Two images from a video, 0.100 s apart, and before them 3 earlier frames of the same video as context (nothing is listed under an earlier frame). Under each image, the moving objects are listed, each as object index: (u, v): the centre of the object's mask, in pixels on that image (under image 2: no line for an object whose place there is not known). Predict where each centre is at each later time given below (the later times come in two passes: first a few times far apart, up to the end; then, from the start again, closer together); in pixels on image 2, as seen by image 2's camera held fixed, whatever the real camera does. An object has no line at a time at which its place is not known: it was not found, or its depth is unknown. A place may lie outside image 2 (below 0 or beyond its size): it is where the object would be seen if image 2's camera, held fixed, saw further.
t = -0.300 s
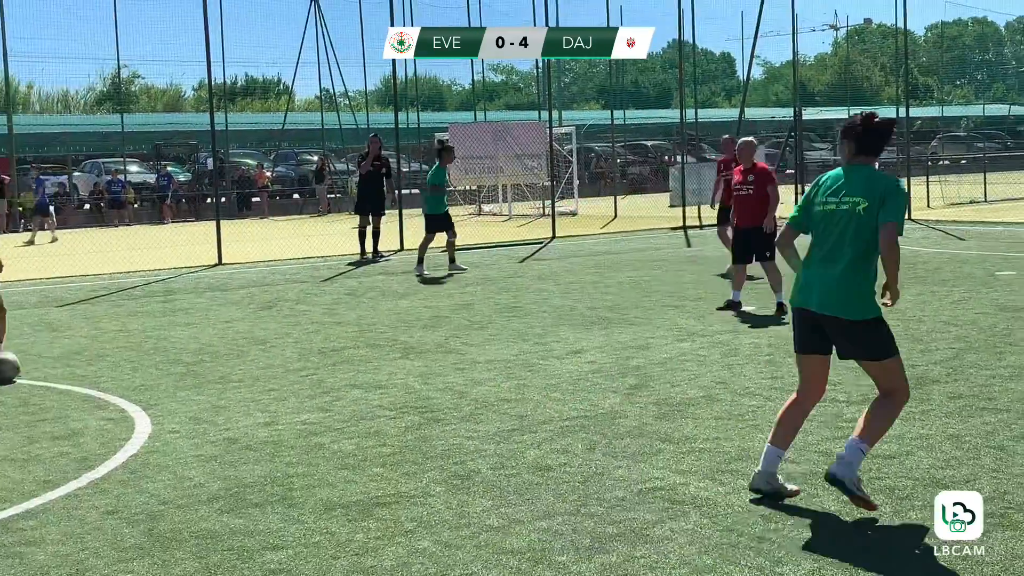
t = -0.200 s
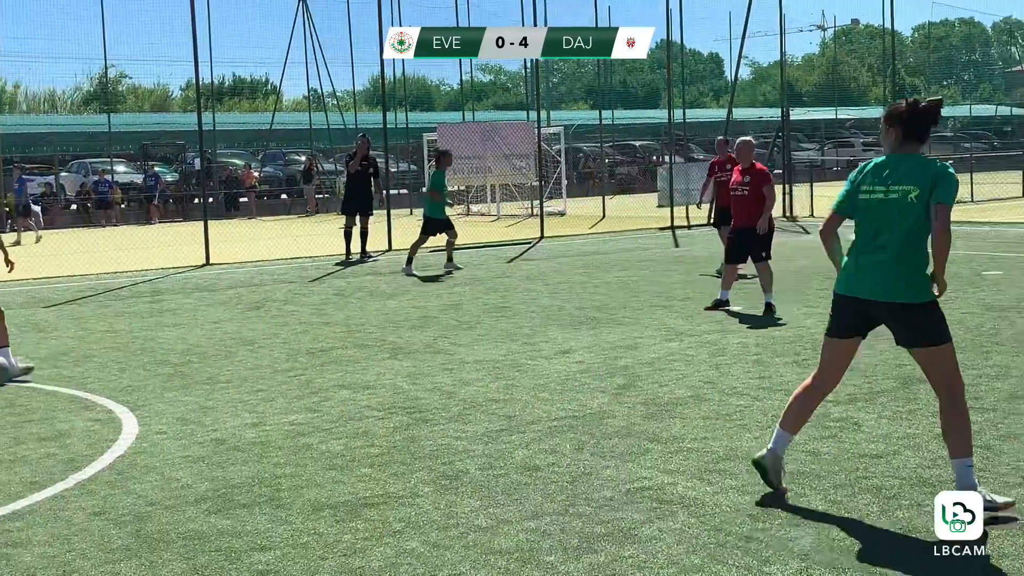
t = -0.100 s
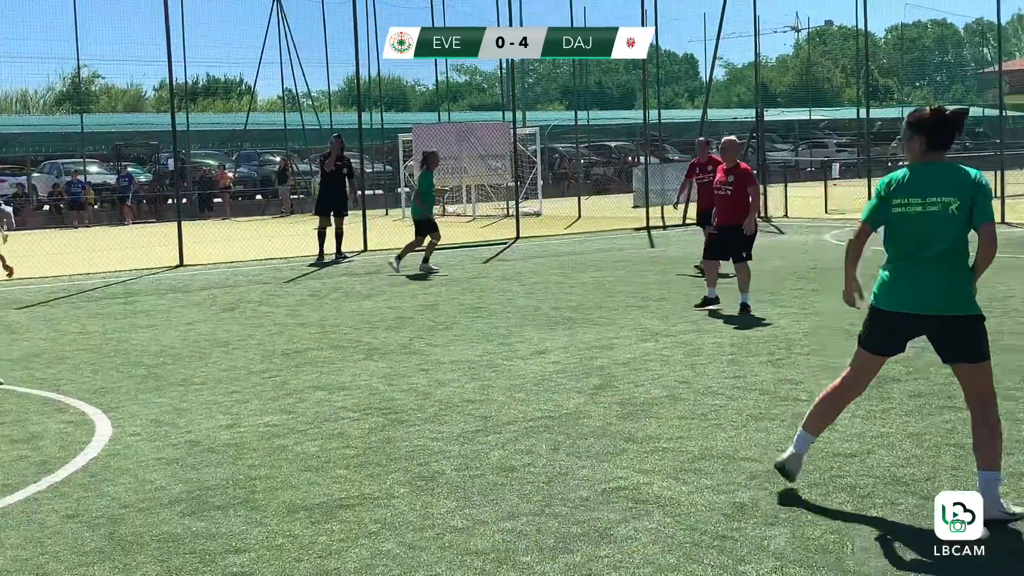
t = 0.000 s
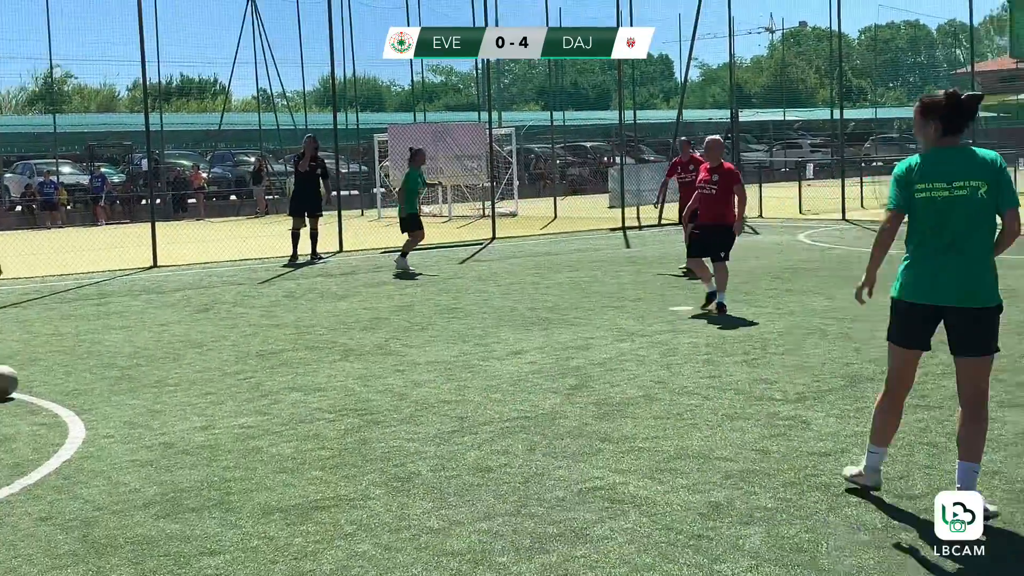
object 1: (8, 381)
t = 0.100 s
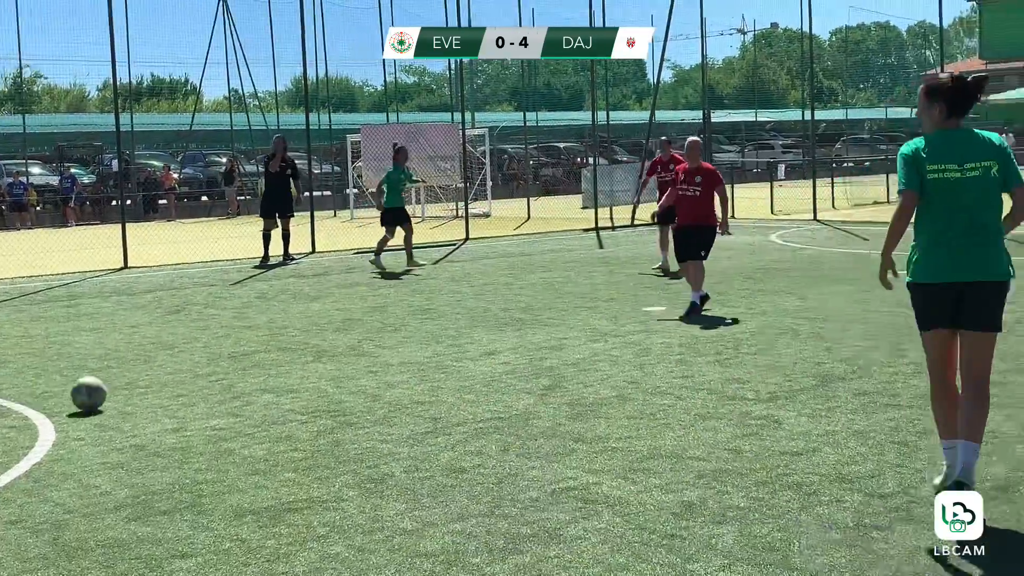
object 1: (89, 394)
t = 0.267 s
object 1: (300, 410)
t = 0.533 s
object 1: (666, 441)
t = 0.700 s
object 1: (918, 462)
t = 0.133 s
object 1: (130, 398)
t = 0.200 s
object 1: (214, 405)
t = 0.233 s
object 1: (257, 407)
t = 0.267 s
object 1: (300, 410)
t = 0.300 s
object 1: (344, 415)
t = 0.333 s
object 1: (388, 418)
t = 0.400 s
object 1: (478, 426)
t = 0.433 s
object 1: (524, 429)
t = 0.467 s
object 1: (571, 433)
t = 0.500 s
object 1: (618, 436)
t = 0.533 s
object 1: (666, 441)
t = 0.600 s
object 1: (764, 449)
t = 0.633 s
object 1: (815, 454)
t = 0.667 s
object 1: (866, 457)
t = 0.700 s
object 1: (918, 462)
